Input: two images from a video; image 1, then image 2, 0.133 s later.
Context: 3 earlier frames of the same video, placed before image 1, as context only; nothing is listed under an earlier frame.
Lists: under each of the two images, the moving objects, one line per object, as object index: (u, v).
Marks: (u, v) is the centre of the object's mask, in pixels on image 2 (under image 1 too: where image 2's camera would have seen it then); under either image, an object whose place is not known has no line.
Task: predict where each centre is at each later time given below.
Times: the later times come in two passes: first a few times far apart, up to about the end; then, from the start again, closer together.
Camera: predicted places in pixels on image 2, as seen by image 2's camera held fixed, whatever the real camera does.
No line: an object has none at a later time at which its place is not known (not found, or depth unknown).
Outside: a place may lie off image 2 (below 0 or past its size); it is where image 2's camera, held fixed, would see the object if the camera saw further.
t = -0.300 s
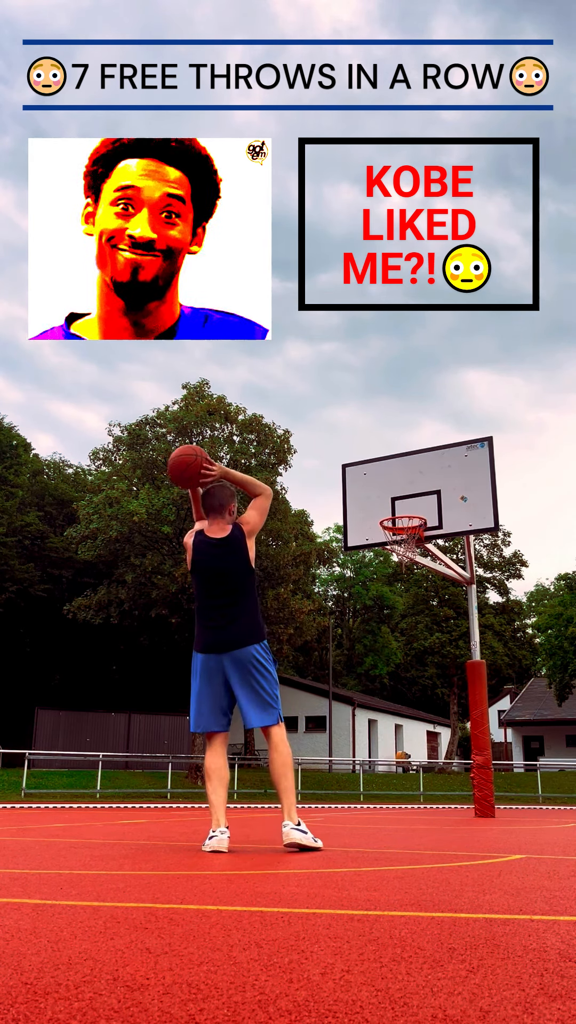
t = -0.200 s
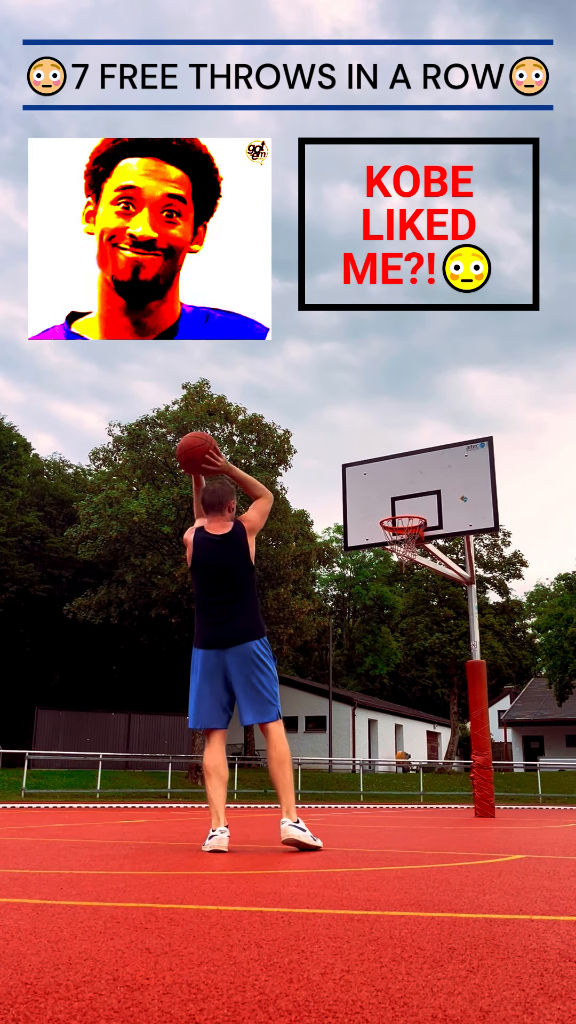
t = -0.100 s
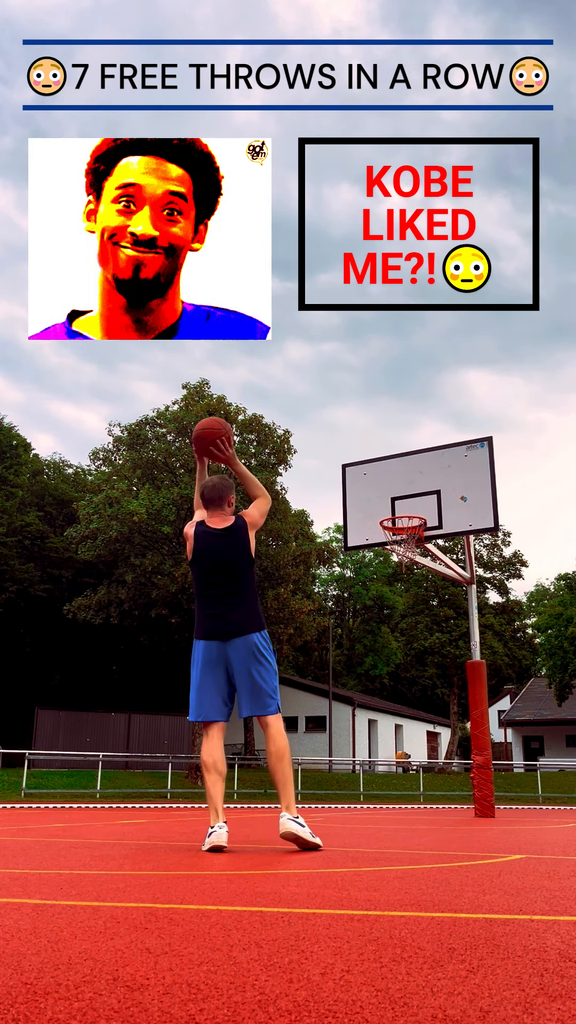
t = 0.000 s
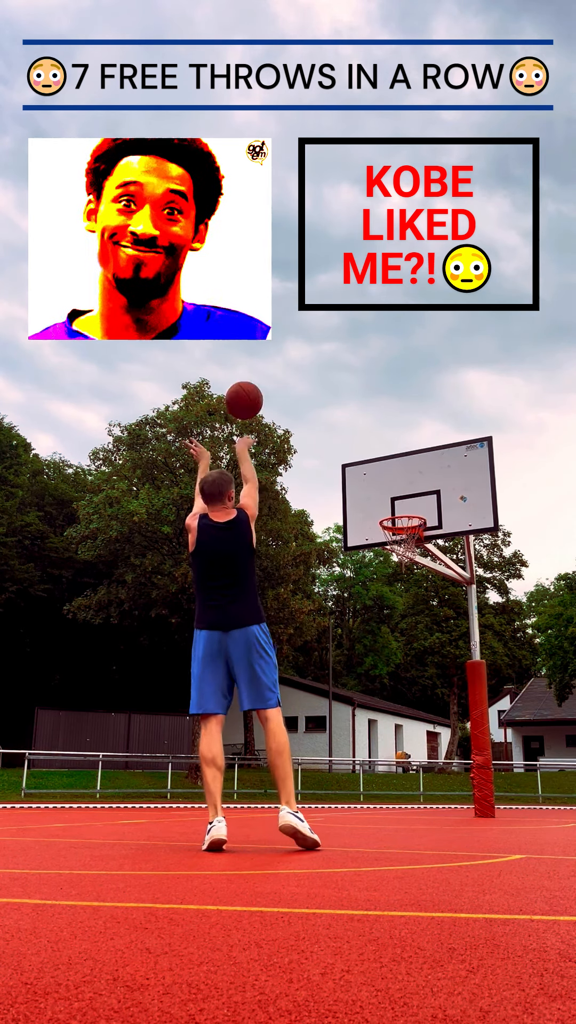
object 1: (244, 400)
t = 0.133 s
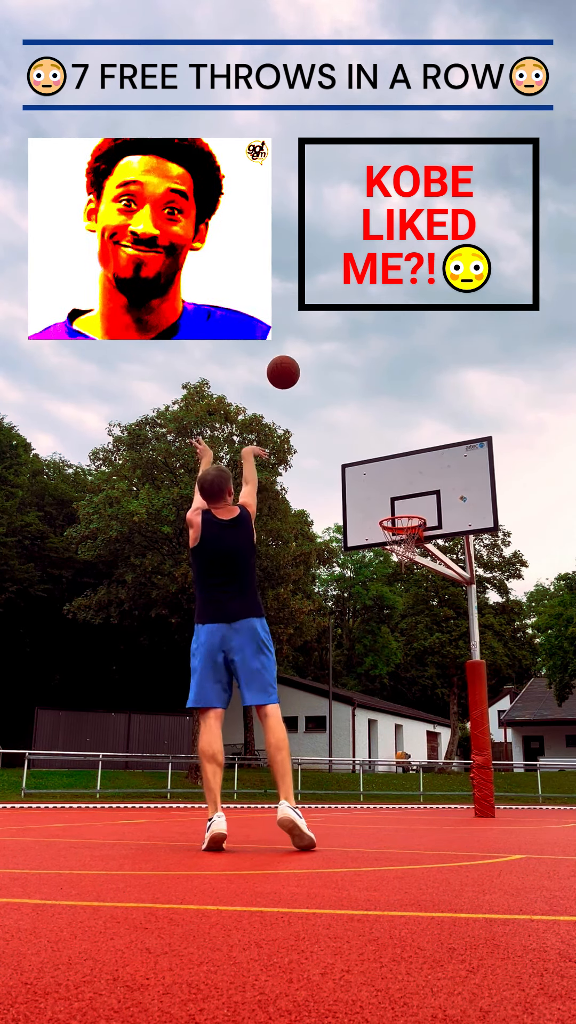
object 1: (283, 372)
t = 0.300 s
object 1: (320, 373)
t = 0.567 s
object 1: (362, 427)
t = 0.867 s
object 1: (403, 532)
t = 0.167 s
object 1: (291, 369)
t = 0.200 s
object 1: (299, 368)
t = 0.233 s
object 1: (307, 368)
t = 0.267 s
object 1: (313, 370)
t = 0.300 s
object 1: (320, 373)
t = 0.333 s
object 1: (326, 376)
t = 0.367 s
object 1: (332, 381)
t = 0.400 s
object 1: (338, 387)
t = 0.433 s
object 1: (343, 394)
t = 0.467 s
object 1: (348, 401)
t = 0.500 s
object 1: (353, 409)
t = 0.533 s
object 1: (358, 418)
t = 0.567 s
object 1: (362, 427)
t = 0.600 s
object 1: (367, 437)
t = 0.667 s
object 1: (375, 460)
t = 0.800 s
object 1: (390, 512)
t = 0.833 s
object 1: (395, 527)
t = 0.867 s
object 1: (403, 532)
